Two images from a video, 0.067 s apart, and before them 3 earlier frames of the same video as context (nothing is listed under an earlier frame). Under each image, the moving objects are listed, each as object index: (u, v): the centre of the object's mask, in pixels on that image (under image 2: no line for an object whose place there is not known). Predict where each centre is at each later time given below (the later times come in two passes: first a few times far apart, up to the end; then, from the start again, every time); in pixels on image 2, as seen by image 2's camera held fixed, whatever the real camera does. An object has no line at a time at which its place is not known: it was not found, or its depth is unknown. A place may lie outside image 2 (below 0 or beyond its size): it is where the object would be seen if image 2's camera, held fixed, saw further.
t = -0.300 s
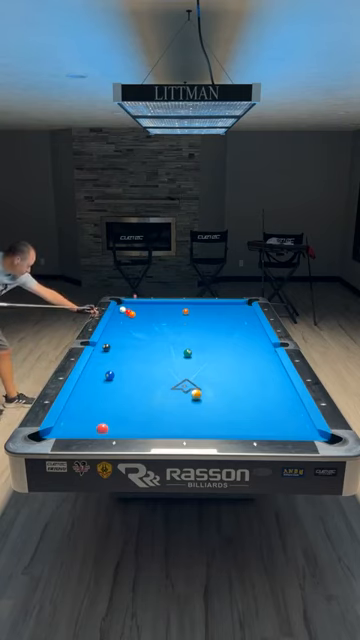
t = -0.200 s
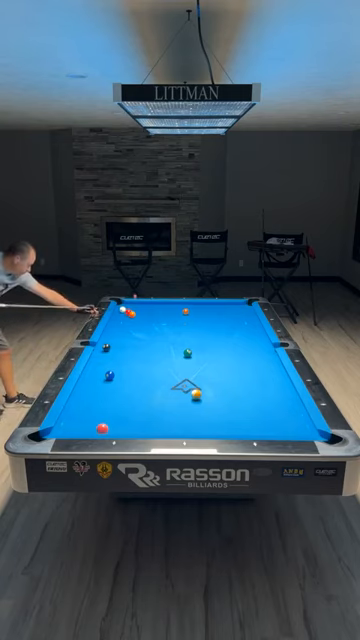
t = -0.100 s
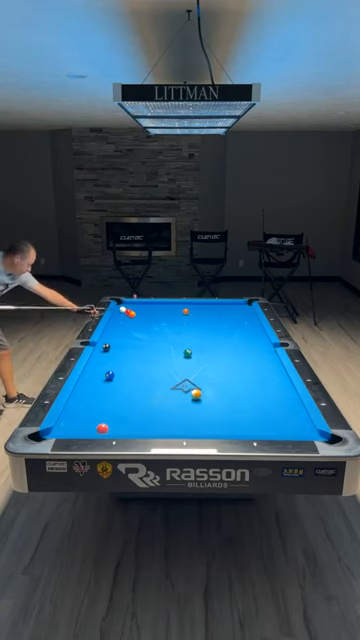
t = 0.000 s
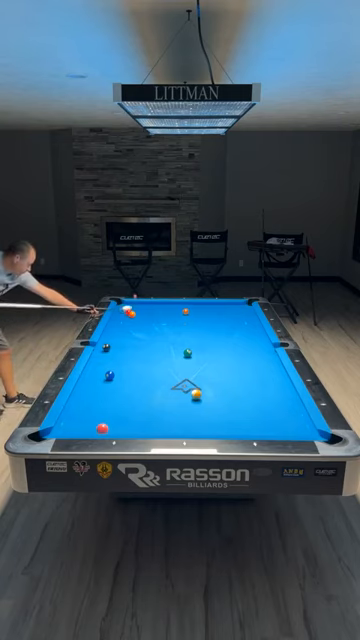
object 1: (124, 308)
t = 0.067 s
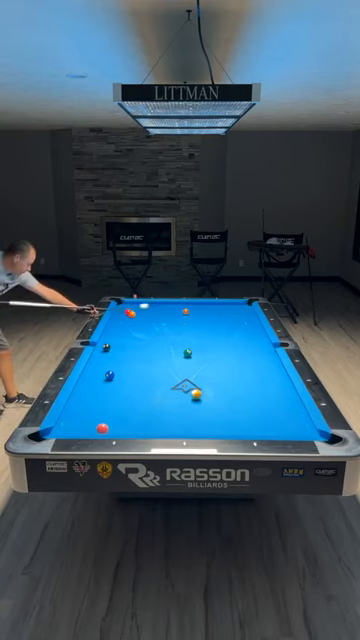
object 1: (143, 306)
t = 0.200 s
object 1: (174, 302)
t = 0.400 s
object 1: (213, 307)
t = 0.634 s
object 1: (245, 312)
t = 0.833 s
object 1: (220, 318)
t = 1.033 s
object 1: (197, 326)
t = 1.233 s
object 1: (172, 333)
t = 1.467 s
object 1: (141, 343)
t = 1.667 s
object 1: (111, 352)
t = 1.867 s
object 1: (100, 360)
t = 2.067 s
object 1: (112, 366)
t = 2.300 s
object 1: (125, 376)
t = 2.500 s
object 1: (137, 383)
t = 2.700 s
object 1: (149, 391)
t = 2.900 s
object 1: (162, 400)
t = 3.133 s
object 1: (179, 410)
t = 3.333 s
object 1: (193, 420)
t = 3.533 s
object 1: (209, 428)
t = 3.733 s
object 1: (219, 427)
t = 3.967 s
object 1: (228, 422)
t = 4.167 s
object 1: (235, 417)
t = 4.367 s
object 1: (242, 413)
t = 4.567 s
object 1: (247, 409)
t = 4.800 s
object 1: (254, 404)
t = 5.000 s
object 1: (258, 401)
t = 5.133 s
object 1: (261, 399)
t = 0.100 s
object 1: (152, 305)
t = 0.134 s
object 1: (159, 304)
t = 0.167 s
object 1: (167, 303)
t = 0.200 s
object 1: (174, 302)
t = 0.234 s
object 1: (180, 303)
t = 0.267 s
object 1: (187, 304)
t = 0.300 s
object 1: (193, 304)
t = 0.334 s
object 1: (200, 305)
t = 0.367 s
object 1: (206, 306)
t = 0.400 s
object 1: (213, 307)
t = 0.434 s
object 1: (220, 307)
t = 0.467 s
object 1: (226, 308)
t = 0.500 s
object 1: (233, 309)
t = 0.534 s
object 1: (240, 309)
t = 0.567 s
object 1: (247, 310)
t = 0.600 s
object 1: (250, 311)
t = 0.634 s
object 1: (245, 312)
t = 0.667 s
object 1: (241, 313)
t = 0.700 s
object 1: (236, 314)
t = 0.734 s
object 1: (231, 315)
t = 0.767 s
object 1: (228, 316)
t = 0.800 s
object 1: (224, 318)
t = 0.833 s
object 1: (220, 318)
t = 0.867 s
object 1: (217, 320)
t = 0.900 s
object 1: (213, 321)
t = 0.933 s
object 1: (208, 322)
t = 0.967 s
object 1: (205, 323)
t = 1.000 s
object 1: (201, 324)
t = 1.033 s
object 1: (197, 326)
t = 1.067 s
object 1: (193, 327)
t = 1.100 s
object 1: (189, 328)
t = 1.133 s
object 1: (185, 329)
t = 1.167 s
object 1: (181, 330)
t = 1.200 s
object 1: (177, 332)
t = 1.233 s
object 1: (172, 333)
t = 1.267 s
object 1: (168, 334)
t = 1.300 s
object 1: (164, 335)
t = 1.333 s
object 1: (159, 337)
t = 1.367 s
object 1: (154, 338)
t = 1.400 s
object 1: (150, 340)
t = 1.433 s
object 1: (145, 341)
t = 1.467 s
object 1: (141, 343)
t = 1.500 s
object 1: (136, 344)
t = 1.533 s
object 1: (131, 345)
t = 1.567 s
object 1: (126, 347)
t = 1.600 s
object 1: (121, 349)
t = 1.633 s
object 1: (116, 350)
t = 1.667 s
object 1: (111, 352)
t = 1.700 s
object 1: (105, 353)
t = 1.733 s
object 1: (100, 355)
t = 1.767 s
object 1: (94, 356)
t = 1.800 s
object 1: (95, 358)
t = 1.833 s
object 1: (98, 359)
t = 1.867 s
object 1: (100, 360)
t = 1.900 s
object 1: (102, 361)
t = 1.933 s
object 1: (105, 362)
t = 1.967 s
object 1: (106, 363)
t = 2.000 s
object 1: (108, 365)
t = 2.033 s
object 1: (110, 366)
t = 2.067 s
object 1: (112, 366)
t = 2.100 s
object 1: (114, 368)
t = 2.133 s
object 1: (116, 369)
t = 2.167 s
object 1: (118, 370)
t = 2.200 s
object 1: (119, 372)
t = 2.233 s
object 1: (121, 373)
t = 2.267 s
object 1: (123, 374)
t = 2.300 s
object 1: (125, 376)
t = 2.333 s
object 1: (127, 377)
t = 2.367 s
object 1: (129, 378)
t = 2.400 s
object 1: (131, 379)
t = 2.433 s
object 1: (133, 381)
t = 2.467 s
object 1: (135, 382)
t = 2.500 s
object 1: (137, 383)
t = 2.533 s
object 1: (139, 385)
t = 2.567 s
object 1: (141, 386)
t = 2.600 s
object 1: (143, 387)
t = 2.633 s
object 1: (145, 389)
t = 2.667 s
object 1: (147, 390)
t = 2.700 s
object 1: (149, 391)
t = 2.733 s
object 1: (152, 393)
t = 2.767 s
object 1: (154, 394)
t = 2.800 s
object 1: (156, 395)
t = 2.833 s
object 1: (158, 397)
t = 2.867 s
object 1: (160, 399)
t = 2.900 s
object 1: (162, 400)
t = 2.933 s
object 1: (165, 402)
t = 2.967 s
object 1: (167, 403)
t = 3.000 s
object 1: (169, 405)
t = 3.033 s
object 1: (172, 406)
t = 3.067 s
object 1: (174, 408)
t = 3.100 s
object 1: (176, 409)
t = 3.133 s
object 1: (179, 410)
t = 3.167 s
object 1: (181, 412)
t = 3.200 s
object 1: (183, 414)
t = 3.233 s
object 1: (186, 415)
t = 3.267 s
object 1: (188, 417)
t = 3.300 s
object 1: (191, 419)
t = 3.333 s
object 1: (193, 420)
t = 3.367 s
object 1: (196, 422)
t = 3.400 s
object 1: (198, 424)
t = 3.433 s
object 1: (201, 425)
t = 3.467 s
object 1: (203, 427)
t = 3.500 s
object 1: (206, 427)
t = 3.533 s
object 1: (209, 428)
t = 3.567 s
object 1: (211, 430)
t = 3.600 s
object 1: (214, 430)
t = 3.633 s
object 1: (215, 430)
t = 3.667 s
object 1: (216, 429)
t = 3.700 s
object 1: (218, 428)
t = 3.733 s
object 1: (219, 427)
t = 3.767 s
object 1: (220, 427)
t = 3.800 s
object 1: (222, 426)
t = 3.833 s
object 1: (223, 426)
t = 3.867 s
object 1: (224, 424)
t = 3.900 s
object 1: (226, 424)
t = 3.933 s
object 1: (227, 423)
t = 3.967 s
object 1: (228, 422)
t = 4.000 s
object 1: (230, 421)
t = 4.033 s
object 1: (231, 420)
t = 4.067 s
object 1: (232, 419)
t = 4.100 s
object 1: (233, 419)
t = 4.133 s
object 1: (234, 418)
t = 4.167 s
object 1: (235, 417)
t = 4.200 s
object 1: (236, 417)
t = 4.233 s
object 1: (238, 416)
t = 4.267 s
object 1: (238, 415)
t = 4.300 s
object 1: (239, 414)
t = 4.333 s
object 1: (240, 414)
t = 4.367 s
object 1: (242, 413)
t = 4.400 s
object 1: (243, 412)
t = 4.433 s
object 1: (244, 411)
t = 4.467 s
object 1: (245, 411)
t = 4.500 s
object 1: (246, 410)
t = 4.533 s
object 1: (247, 409)
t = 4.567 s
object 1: (247, 409)
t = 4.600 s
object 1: (248, 408)
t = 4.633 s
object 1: (249, 407)
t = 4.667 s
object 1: (250, 407)
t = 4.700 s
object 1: (251, 406)
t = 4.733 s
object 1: (252, 406)
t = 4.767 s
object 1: (253, 405)
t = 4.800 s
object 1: (254, 404)
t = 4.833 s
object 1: (255, 404)
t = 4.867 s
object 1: (255, 403)
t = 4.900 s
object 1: (256, 403)
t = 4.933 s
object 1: (257, 402)
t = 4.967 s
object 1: (258, 402)
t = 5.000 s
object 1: (258, 401)
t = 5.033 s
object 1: (259, 401)
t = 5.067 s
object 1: (260, 400)
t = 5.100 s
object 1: (261, 399)
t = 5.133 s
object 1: (261, 399)
